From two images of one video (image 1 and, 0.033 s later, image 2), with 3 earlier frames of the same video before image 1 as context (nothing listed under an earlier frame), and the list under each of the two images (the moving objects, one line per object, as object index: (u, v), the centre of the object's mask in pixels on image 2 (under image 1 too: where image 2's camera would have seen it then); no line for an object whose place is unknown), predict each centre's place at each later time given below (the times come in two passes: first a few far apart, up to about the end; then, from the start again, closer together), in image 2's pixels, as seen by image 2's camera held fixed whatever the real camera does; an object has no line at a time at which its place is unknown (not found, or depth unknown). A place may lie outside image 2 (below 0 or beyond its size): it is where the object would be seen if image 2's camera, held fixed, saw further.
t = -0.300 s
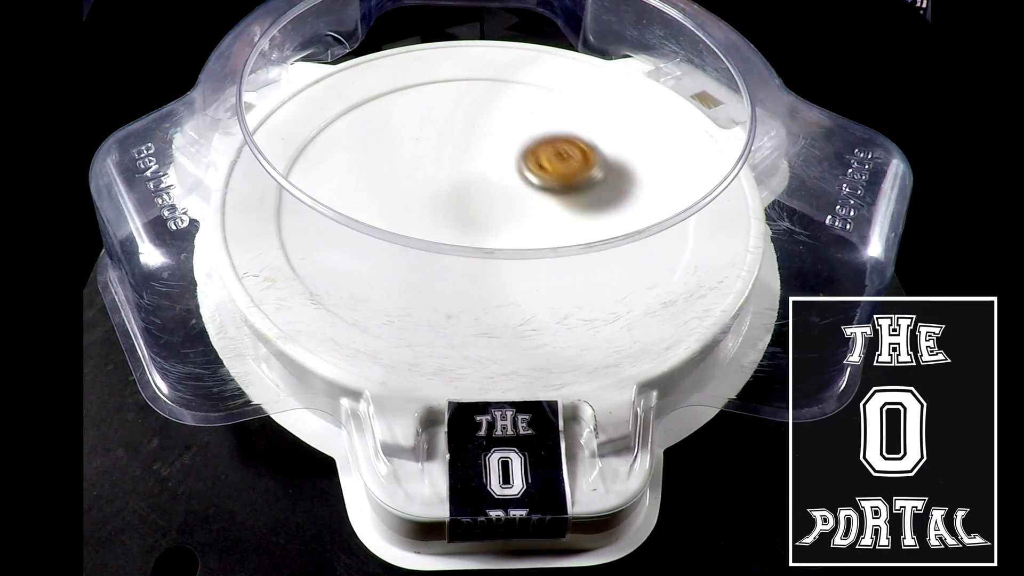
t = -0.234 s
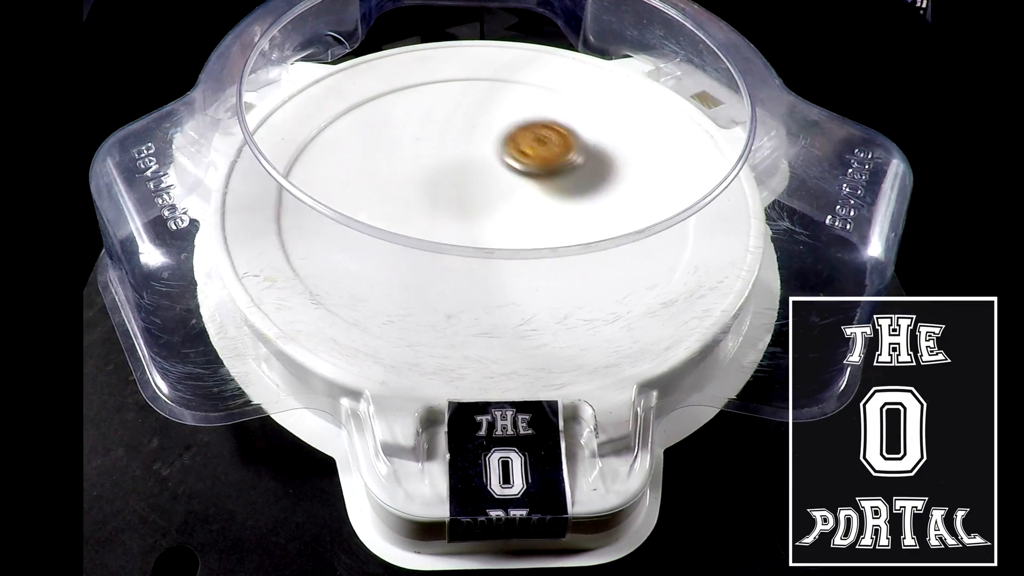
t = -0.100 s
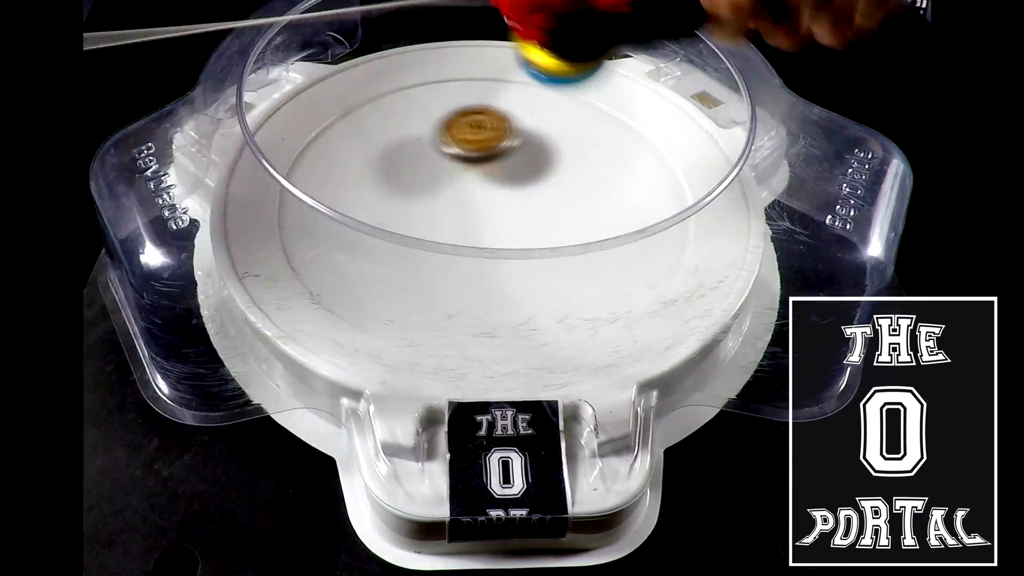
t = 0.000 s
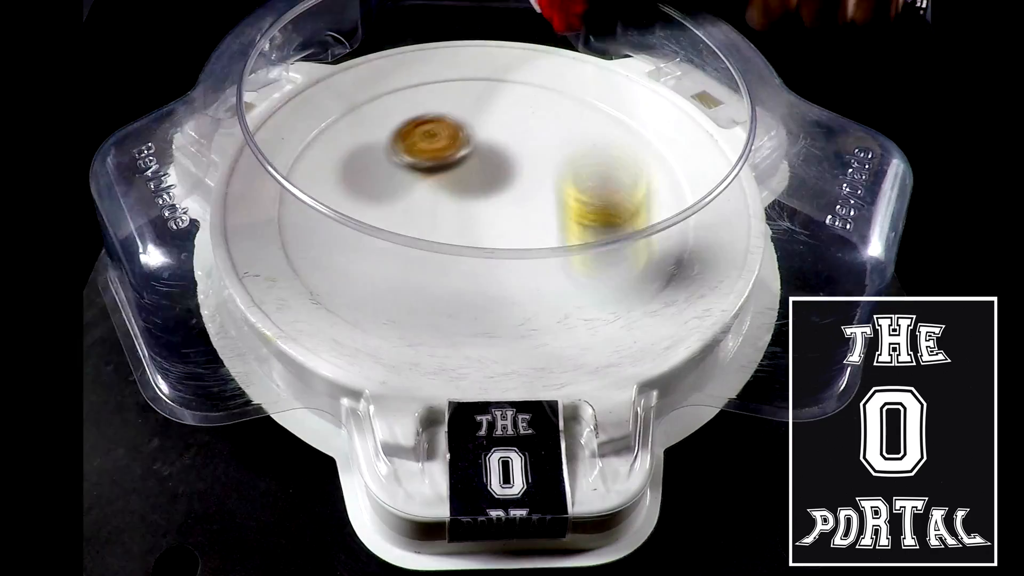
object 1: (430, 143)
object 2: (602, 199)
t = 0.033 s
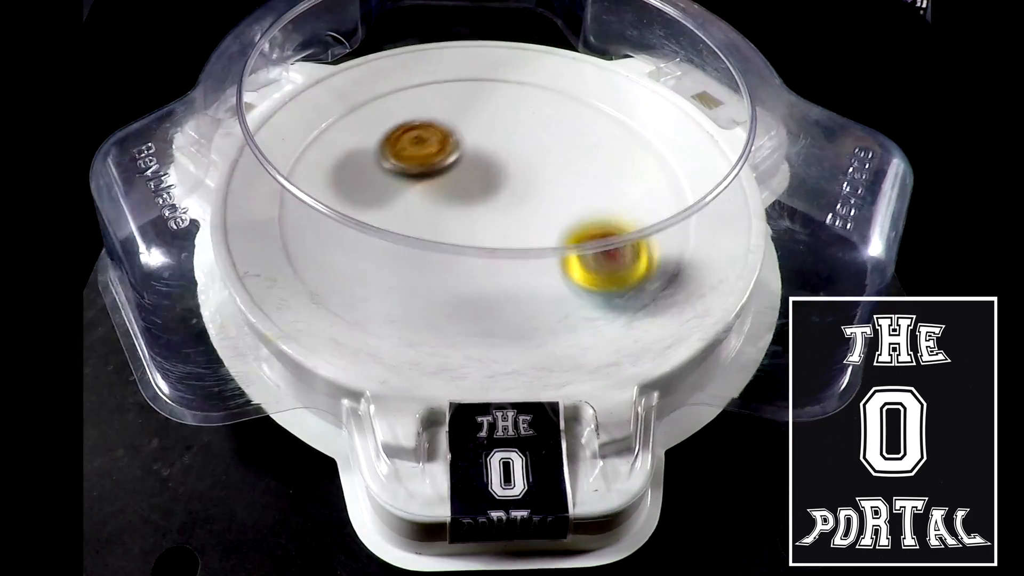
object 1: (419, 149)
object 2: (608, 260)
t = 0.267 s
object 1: (431, 217)
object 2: (546, 233)
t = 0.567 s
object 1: (330, 197)
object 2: (637, 121)
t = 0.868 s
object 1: (510, 208)
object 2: (450, 132)
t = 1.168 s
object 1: (555, 184)
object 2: (391, 283)
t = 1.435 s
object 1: (420, 166)
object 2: (621, 281)
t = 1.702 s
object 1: (419, 214)
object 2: (612, 133)
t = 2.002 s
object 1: (534, 201)
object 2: (349, 139)
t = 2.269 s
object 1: (494, 143)
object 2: (372, 297)
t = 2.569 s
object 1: (422, 184)
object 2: (640, 197)
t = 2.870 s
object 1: (537, 217)
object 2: (465, 91)
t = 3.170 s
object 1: (521, 154)
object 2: (298, 197)
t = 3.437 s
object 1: (432, 177)
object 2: (550, 287)
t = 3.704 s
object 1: (475, 218)
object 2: (620, 136)
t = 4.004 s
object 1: (554, 176)
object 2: (415, 87)
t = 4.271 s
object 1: (454, 154)
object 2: (371, 235)
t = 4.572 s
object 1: (426, 213)
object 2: (600, 233)
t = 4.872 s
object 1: (534, 214)
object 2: (545, 130)
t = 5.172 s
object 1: (471, 152)
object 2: (391, 176)
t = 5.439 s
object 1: (411, 177)
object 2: (466, 255)
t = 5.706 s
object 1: (477, 240)
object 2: (567, 196)
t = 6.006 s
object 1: (524, 217)
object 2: (471, 85)
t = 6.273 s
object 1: (480, 182)
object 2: (370, 137)
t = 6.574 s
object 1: (454, 187)
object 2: (511, 255)
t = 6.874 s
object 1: (480, 211)
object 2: (609, 157)
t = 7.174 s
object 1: (469, 181)
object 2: (450, 120)
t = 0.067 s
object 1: (411, 156)
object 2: (604, 250)
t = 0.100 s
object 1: (405, 167)
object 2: (601, 251)
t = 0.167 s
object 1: (404, 191)
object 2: (585, 256)
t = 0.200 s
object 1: (409, 202)
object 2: (573, 255)
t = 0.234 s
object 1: (419, 211)
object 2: (560, 247)
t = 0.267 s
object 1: (431, 217)
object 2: (546, 233)
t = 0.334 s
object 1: (402, 224)
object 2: (571, 211)
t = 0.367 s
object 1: (374, 221)
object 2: (594, 201)
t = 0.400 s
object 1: (352, 215)
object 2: (612, 190)
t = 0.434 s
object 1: (336, 210)
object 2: (628, 176)
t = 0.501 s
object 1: (322, 202)
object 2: (644, 148)
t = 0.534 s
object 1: (324, 198)
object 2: (643, 132)
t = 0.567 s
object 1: (330, 197)
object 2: (637, 121)
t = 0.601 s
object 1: (346, 192)
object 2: (627, 110)
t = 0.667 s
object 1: (374, 199)
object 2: (593, 97)
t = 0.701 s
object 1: (393, 203)
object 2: (573, 96)
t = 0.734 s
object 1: (417, 205)
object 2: (550, 98)
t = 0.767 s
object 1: (442, 207)
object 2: (526, 101)
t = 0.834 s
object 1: (489, 208)
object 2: (474, 121)
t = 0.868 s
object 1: (510, 208)
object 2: (450, 132)
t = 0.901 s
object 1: (528, 206)
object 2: (427, 147)
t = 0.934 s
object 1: (545, 205)
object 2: (407, 164)
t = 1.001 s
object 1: (566, 201)
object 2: (381, 191)
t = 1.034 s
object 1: (572, 199)
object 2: (372, 209)
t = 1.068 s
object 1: (574, 196)
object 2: (365, 233)
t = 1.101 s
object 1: (571, 192)
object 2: (364, 257)
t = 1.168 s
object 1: (555, 184)
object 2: (391, 283)
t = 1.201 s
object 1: (541, 181)
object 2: (411, 293)
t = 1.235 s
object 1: (525, 177)
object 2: (435, 305)
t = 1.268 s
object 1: (507, 174)
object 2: (465, 315)
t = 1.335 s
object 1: (468, 168)
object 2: (532, 316)
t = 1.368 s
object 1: (450, 166)
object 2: (565, 310)
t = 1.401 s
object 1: (434, 165)
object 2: (594, 296)
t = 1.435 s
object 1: (420, 166)
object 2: (621, 281)
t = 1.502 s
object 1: (399, 173)
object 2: (660, 243)
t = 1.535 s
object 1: (393, 179)
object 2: (664, 217)
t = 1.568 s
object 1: (390, 185)
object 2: (660, 192)
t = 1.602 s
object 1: (392, 194)
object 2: (659, 178)
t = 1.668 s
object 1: (407, 208)
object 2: (634, 148)
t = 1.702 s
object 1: (419, 214)
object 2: (612, 133)
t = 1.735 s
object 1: (430, 218)
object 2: (588, 122)
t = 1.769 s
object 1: (445, 221)
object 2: (561, 114)
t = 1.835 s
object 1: (478, 223)
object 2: (500, 107)
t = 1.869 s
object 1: (493, 221)
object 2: (469, 108)
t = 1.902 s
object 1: (506, 219)
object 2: (437, 112)
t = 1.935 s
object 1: (518, 216)
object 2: (406, 118)
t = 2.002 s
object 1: (534, 201)
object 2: (349, 139)
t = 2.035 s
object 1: (537, 193)
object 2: (324, 154)
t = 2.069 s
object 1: (537, 184)
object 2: (311, 165)
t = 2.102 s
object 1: (534, 178)
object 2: (288, 189)
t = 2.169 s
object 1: (523, 163)
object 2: (290, 234)
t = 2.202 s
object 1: (515, 154)
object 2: (311, 258)
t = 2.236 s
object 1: (505, 148)
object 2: (336, 280)
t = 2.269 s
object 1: (494, 143)
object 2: (372, 297)
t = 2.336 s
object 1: (469, 137)
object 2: (463, 313)
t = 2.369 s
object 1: (458, 138)
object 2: (511, 310)
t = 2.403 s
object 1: (447, 141)
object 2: (551, 299)
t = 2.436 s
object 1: (437, 147)
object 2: (587, 287)
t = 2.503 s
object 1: (421, 164)
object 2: (636, 252)
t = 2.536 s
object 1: (420, 174)
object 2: (647, 231)
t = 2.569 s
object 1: (422, 184)
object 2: (640, 197)
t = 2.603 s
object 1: (430, 196)
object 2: (642, 184)
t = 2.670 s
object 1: (455, 212)
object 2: (618, 150)
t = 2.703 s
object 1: (469, 216)
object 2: (600, 135)
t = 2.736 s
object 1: (486, 219)
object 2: (577, 121)
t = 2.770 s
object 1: (500, 220)
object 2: (552, 110)
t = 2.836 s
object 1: (526, 219)
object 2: (496, 96)
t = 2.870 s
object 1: (537, 217)
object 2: (465, 91)
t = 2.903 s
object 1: (543, 215)
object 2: (434, 90)
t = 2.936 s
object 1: (548, 212)
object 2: (406, 92)
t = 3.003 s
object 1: (551, 198)
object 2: (355, 106)
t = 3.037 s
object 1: (548, 190)
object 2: (335, 118)
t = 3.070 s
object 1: (543, 181)
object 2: (318, 133)
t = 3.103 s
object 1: (537, 172)
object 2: (308, 152)
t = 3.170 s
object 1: (521, 154)
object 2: (298, 197)
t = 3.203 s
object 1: (510, 149)
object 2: (303, 225)
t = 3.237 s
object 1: (499, 147)
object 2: (325, 246)
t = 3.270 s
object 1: (485, 146)
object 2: (354, 265)
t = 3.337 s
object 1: (457, 154)
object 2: (428, 293)
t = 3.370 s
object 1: (446, 161)
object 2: (470, 297)
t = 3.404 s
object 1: (438, 169)
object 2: (511, 295)
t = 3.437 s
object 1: (432, 177)
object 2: (550, 287)
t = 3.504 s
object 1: (426, 194)
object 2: (607, 258)
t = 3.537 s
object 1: (427, 201)
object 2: (625, 239)
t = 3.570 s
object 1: (432, 207)
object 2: (633, 210)
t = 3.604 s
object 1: (441, 212)
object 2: (638, 191)
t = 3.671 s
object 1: (463, 217)
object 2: (632, 153)
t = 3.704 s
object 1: (475, 218)
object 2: (620, 136)
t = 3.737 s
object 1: (487, 218)
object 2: (605, 119)
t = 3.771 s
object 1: (498, 217)
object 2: (587, 105)
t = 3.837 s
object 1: (520, 214)
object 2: (543, 85)
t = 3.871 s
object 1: (532, 209)
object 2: (518, 80)
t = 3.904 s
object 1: (542, 203)
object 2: (493, 76)
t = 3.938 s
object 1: (550, 194)
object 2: (466, 77)
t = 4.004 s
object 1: (554, 176)
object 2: (415, 87)
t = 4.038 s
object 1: (549, 167)
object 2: (393, 97)
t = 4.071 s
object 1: (540, 159)
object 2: (375, 111)
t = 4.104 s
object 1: (528, 153)
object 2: (360, 128)
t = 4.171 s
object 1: (499, 147)
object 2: (346, 168)
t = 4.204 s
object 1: (484, 148)
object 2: (352, 186)
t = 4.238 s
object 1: (469, 150)
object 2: (357, 210)
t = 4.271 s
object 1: (454, 154)
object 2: (371, 235)
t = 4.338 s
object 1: (428, 167)
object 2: (418, 271)
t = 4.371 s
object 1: (418, 174)
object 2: (447, 277)
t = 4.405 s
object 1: (410, 180)
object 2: (479, 282)
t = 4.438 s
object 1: (406, 187)
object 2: (508, 281)
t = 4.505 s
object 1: (410, 202)
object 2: (564, 264)
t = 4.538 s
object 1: (416, 208)
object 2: (584, 250)
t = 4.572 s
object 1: (426, 213)
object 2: (600, 233)
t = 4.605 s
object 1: (437, 217)
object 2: (606, 210)
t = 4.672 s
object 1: (462, 230)
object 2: (614, 192)
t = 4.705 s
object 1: (476, 235)
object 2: (609, 179)
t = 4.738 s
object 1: (490, 231)
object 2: (601, 167)
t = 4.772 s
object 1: (503, 224)
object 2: (590, 157)
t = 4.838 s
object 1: (526, 219)
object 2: (563, 138)
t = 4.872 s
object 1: (534, 214)
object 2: (545, 130)
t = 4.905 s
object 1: (537, 208)
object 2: (524, 124)
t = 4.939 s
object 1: (538, 200)
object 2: (500, 120)
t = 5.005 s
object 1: (530, 181)
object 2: (459, 123)
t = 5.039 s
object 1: (522, 173)
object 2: (440, 129)
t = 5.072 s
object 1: (509, 165)
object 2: (422, 139)
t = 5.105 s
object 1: (496, 160)
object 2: (408, 151)
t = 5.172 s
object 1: (471, 152)
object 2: (391, 176)
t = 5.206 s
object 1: (458, 150)
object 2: (387, 190)
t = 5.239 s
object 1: (447, 150)
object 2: (389, 198)
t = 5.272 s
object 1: (438, 151)
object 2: (394, 216)
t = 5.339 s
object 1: (423, 157)
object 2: (414, 245)
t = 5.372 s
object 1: (418, 162)
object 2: (431, 248)
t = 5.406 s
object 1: (414, 168)
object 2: (449, 253)
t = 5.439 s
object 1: (411, 177)
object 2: (466, 255)
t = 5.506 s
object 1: (410, 196)
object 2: (500, 254)
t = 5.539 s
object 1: (414, 206)
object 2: (514, 245)
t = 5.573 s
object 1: (422, 213)
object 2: (529, 239)
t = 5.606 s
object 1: (432, 218)
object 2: (542, 222)
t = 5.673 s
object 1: (458, 236)
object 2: (564, 207)
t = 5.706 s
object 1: (477, 240)
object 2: (567, 196)
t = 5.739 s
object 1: (494, 236)
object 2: (566, 184)
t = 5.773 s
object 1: (509, 225)
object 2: (562, 174)
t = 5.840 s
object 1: (533, 215)
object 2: (540, 156)
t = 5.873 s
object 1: (538, 213)
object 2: (527, 142)
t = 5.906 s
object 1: (536, 215)
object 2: (513, 124)
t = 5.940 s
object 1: (533, 217)
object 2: (498, 107)
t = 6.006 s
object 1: (524, 217)
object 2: (471, 85)
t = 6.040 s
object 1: (517, 215)
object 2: (457, 80)
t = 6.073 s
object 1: (509, 212)
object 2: (444, 78)
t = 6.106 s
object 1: (502, 208)
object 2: (429, 80)
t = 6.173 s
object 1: (488, 198)
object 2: (401, 96)
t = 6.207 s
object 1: (483, 192)
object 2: (388, 107)
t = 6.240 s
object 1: (481, 187)
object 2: (377, 121)
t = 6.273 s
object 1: (480, 182)
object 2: (370, 137)
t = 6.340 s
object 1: (478, 178)
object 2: (372, 177)
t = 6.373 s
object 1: (478, 179)
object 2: (381, 194)
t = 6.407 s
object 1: (475, 180)
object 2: (397, 206)
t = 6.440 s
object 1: (472, 182)
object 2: (411, 223)
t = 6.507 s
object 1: (459, 183)
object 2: (461, 252)
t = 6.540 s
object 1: (455, 185)
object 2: (486, 254)
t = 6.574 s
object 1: (454, 187)
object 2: (511, 255)
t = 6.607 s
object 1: (454, 189)
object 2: (535, 255)
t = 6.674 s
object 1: (458, 193)
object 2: (575, 238)
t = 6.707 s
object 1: (462, 196)
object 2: (589, 225)
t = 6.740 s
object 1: (467, 198)
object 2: (597, 209)
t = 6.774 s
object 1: (471, 201)
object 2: (606, 200)
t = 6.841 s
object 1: (478, 207)
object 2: (611, 172)
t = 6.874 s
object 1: (480, 211)
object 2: (609, 157)
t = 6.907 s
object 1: (481, 213)
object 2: (602, 145)
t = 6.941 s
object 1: (479, 214)
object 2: (589, 132)
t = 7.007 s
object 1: (476, 212)
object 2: (556, 115)
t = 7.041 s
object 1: (474, 208)
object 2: (534, 109)
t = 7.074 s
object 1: (473, 202)
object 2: (511, 108)
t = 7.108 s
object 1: (472, 194)
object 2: (490, 109)
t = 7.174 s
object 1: (469, 181)
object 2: (450, 120)
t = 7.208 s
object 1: (471, 191)
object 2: (431, 116)
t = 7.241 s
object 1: (475, 205)
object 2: (414, 106)
